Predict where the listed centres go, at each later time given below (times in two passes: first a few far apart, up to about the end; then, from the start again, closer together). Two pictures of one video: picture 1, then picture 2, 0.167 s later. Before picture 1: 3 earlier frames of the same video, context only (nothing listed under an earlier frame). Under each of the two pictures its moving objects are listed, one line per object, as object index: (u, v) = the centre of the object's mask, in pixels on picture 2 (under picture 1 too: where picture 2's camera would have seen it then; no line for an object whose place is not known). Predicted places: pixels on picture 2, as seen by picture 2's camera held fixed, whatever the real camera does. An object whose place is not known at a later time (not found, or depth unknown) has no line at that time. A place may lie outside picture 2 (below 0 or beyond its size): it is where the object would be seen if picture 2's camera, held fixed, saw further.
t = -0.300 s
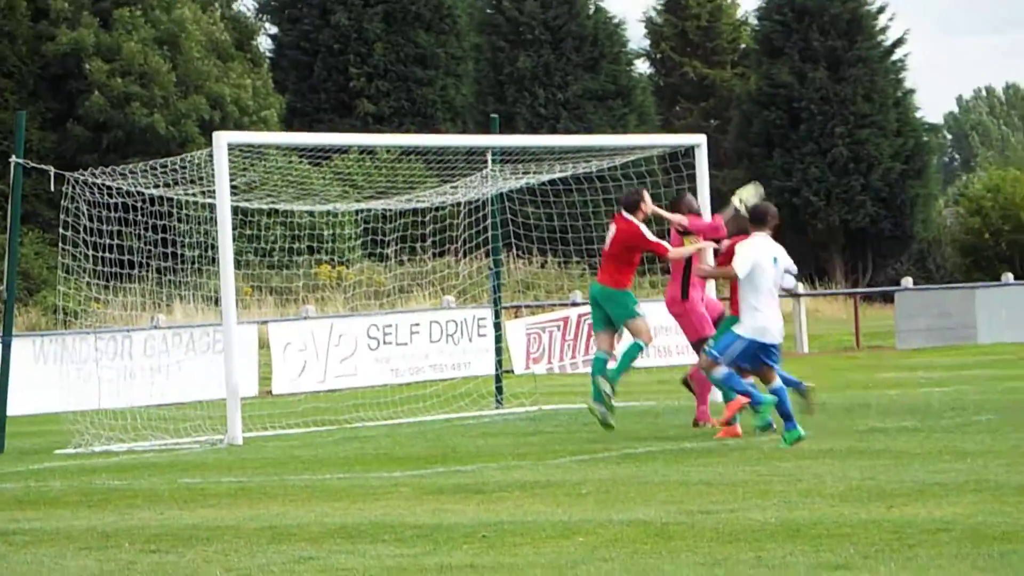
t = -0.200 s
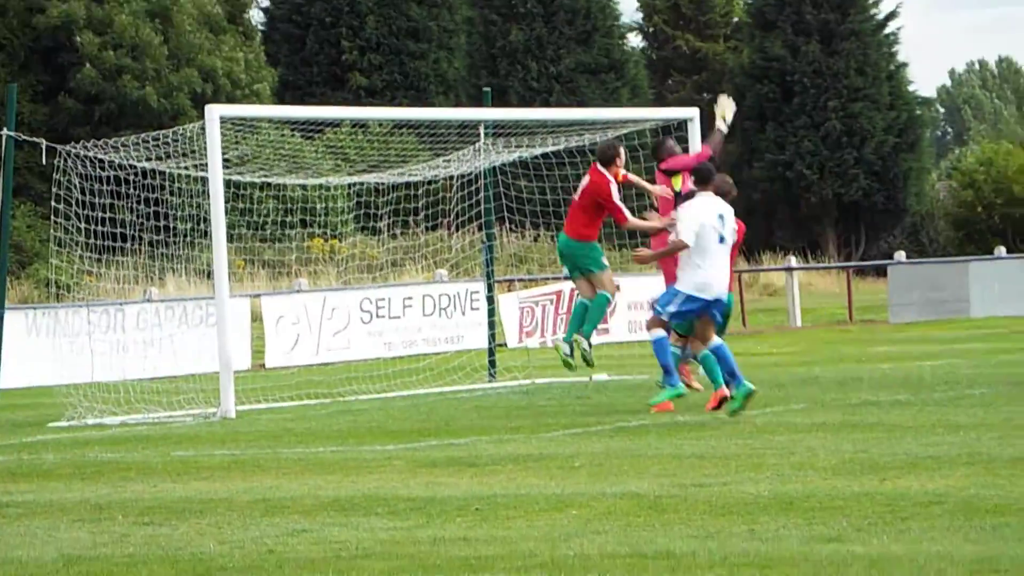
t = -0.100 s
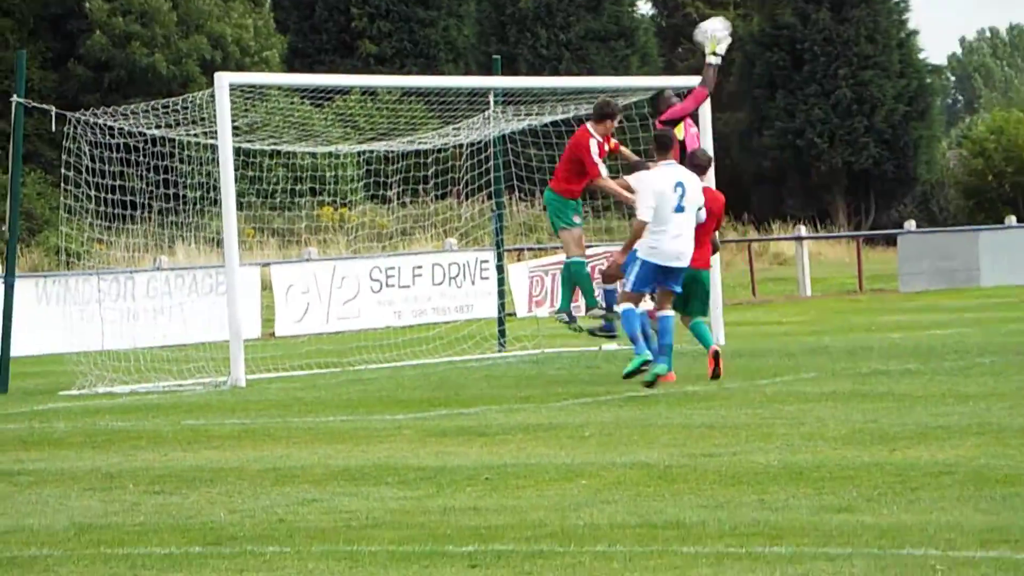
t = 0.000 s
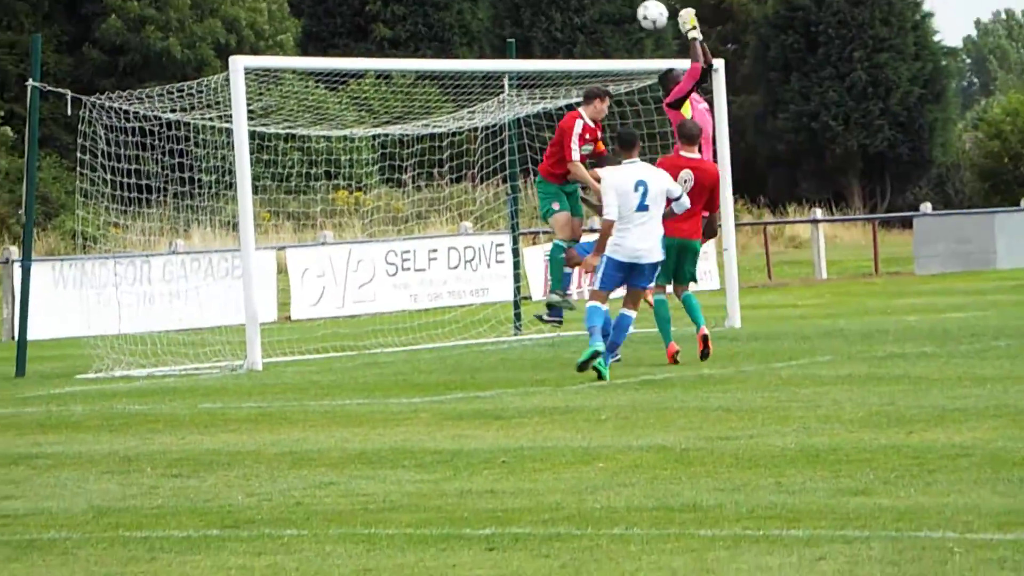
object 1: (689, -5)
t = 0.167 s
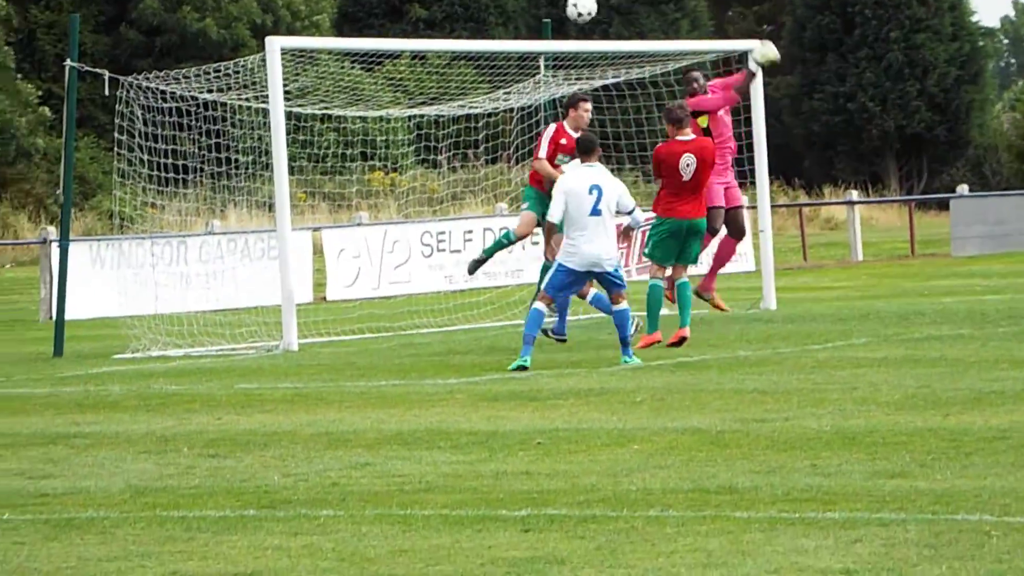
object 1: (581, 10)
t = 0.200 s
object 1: (560, 15)
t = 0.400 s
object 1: (435, 84)
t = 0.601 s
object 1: (317, 206)
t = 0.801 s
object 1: (200, 349)
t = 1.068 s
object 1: (85, 251)
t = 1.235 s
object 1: (15, 236)
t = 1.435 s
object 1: (-70, 267)
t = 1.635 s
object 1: (-155, 355)
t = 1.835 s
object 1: (-246, 337)
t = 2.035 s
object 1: (-336, 336)
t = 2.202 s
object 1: (-397, 379)
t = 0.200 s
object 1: (560, 15)
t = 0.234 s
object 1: (539, 22)
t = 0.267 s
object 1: (518, 32)
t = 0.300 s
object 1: (495, 43)
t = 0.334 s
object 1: (475, 57)
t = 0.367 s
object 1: (454, 68)
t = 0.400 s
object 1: (435, 84)
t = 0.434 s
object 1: (415, 98)
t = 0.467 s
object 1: (395, 117)
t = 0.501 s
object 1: (375, 138)
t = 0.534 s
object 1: (355, 159)
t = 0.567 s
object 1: (336, 181)
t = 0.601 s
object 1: (317, 206)
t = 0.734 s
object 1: (236, 322)
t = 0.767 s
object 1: (216, 354)
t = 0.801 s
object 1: (200, 349)
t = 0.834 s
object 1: (186, 331)
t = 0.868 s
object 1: (172, 317)
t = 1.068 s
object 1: (85, 251)
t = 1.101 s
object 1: (71, 246)
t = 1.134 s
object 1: (56, 240)
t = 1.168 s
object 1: (43, 236)
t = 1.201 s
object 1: (28, 236)
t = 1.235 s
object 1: (15, 236)
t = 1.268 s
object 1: (1, 237)
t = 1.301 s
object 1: (-13, 241)
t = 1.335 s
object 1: (-27, 244)
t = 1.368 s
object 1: (-40, 250)
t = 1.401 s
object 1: (-55, 258)
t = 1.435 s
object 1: (-70, 267)
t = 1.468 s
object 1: (-83, 277)
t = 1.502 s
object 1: (-97, 290)
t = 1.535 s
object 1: (-112, 304)
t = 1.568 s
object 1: (-126, 319)
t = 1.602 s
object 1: (-140, 336)
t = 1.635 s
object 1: (-155, 355)
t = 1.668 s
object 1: (-170, 375)
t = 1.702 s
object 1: (-185, 369)
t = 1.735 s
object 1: (-200, 360)
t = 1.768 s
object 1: (-215, 351)
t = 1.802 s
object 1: (-231, 343)
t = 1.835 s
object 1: (-246, 337)
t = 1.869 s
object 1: (-261, 333)
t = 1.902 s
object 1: (-277, 331)
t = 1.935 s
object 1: (-292, 329)
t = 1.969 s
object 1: (-303, 330)
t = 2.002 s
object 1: (-320, 332)
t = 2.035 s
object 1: (-336, 336)
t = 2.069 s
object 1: (-351, 341)
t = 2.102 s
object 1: (-366, 348)
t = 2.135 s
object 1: (-381, 357)
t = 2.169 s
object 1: (-396, 368)
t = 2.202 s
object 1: (-397, 379)
